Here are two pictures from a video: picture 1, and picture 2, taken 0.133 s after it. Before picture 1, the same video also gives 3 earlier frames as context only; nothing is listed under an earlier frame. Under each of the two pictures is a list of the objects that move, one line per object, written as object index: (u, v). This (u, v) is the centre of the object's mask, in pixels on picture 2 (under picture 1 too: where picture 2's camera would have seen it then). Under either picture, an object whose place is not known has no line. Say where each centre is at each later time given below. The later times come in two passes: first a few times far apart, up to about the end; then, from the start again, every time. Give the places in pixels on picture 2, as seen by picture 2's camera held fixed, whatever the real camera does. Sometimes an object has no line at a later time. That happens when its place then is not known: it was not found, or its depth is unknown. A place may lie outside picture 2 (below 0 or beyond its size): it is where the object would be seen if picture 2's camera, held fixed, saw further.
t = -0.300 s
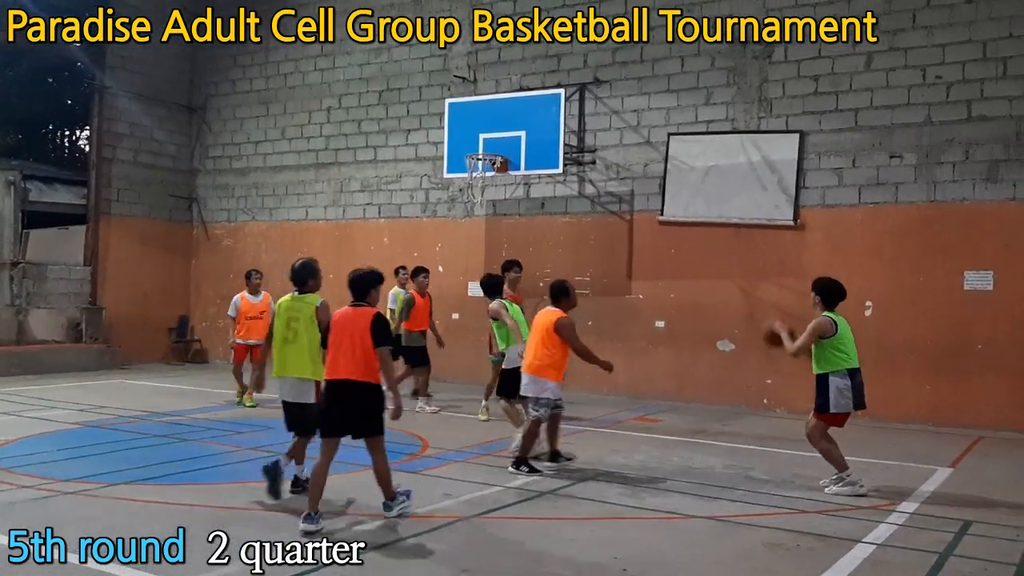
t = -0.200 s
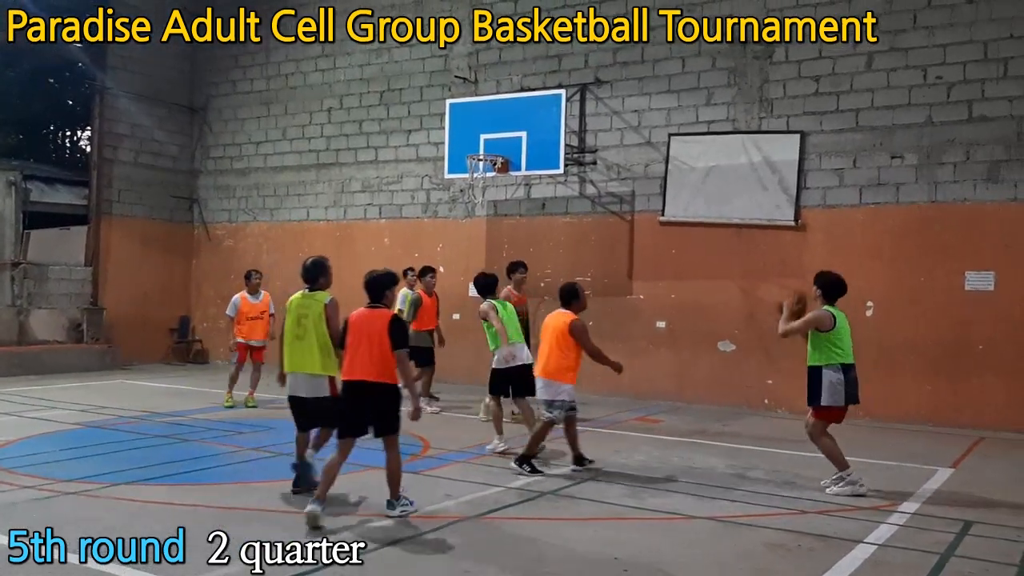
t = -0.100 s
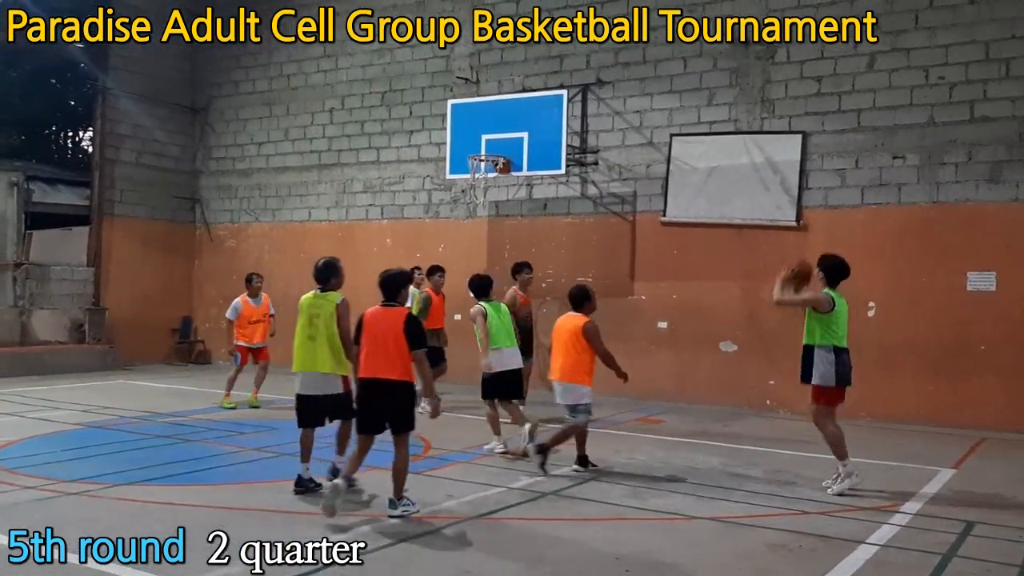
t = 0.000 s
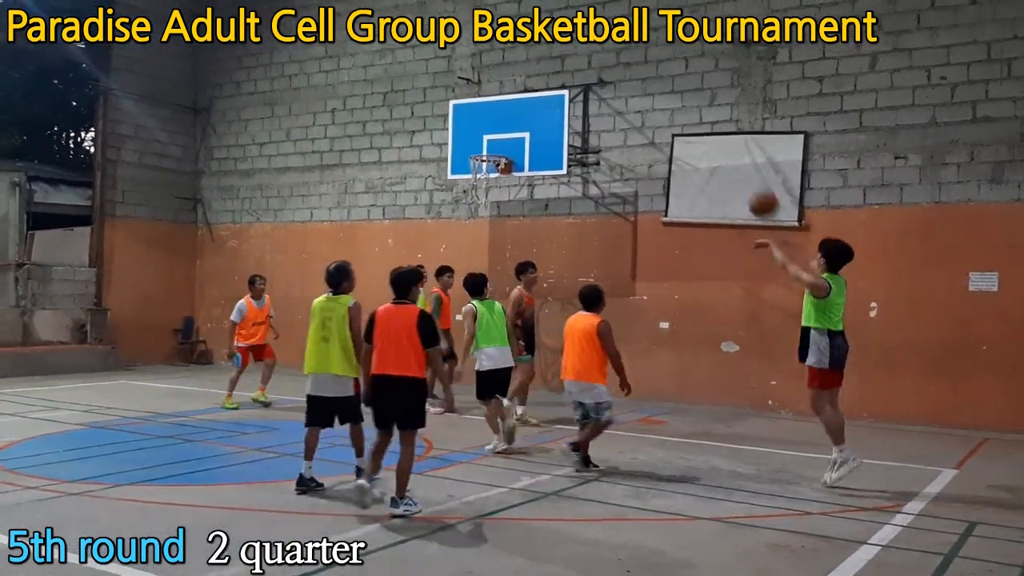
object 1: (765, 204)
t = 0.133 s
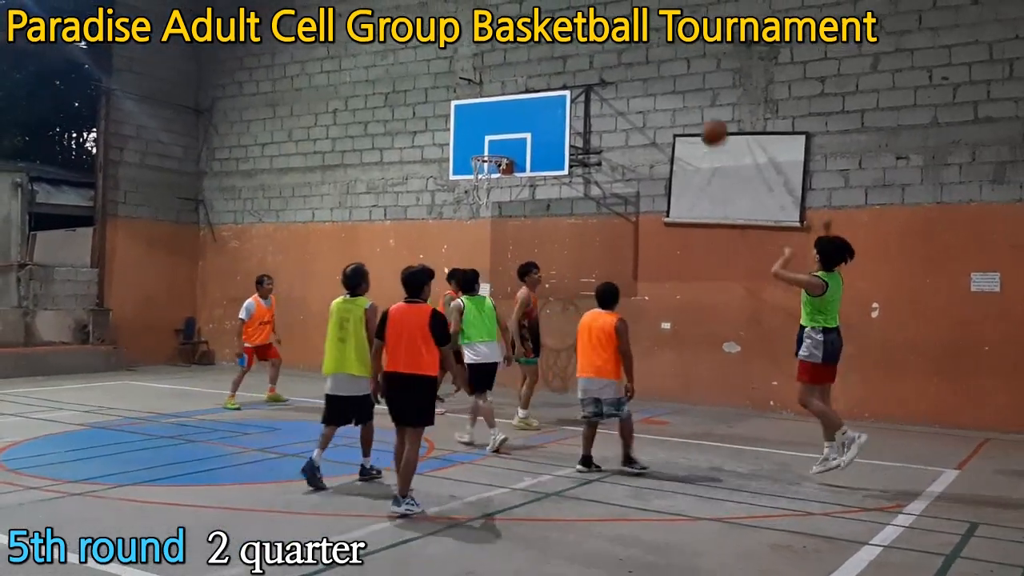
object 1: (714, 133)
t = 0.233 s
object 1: (679, 97)
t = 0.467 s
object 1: (609, 59)
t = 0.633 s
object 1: (566, 65)
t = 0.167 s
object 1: (702, 119)
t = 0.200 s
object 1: (690, 107)
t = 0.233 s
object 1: (679, 97)
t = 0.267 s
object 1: (669, 87)
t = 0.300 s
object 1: (658, 79)
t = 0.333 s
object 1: (648, 73)
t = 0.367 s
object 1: (637, 68)
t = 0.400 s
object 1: (627, 63)
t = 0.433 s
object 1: (618, 60)
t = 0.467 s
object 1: (609, 59)
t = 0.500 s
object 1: (599, 59)
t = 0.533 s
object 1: (591, 59)
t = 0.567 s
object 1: (583, 60)
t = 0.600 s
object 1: (573, 62)
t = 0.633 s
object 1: (566, 65)
